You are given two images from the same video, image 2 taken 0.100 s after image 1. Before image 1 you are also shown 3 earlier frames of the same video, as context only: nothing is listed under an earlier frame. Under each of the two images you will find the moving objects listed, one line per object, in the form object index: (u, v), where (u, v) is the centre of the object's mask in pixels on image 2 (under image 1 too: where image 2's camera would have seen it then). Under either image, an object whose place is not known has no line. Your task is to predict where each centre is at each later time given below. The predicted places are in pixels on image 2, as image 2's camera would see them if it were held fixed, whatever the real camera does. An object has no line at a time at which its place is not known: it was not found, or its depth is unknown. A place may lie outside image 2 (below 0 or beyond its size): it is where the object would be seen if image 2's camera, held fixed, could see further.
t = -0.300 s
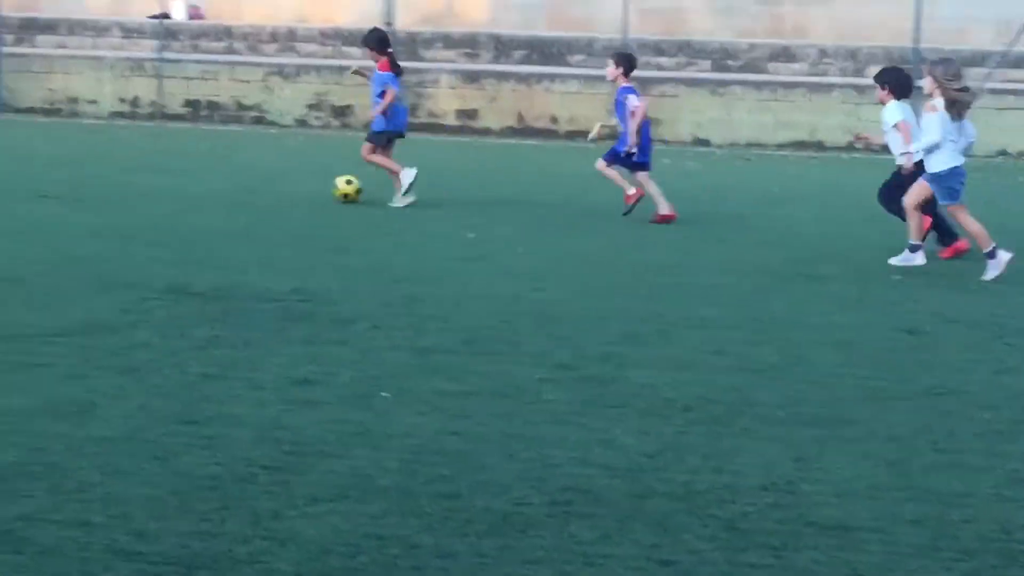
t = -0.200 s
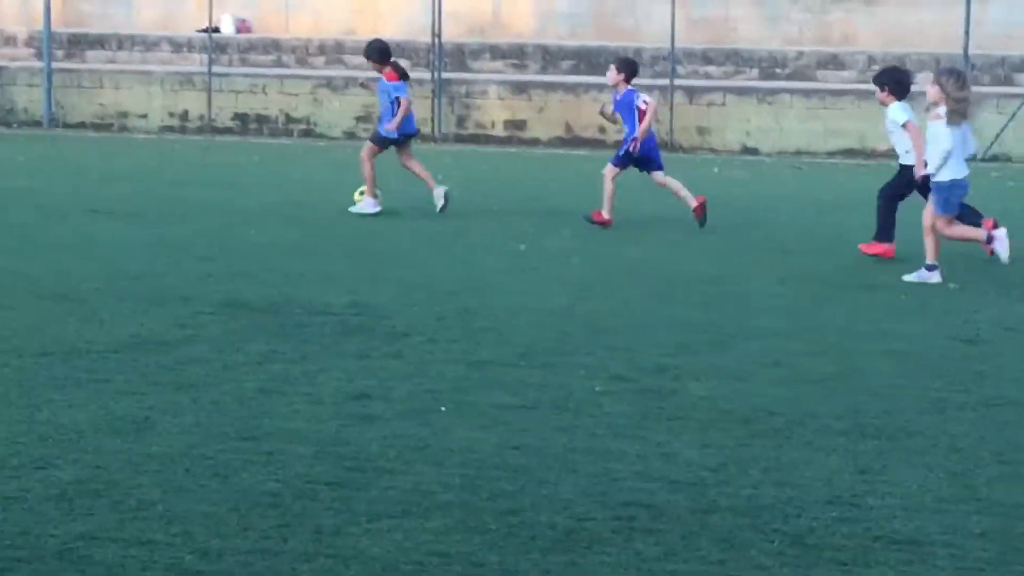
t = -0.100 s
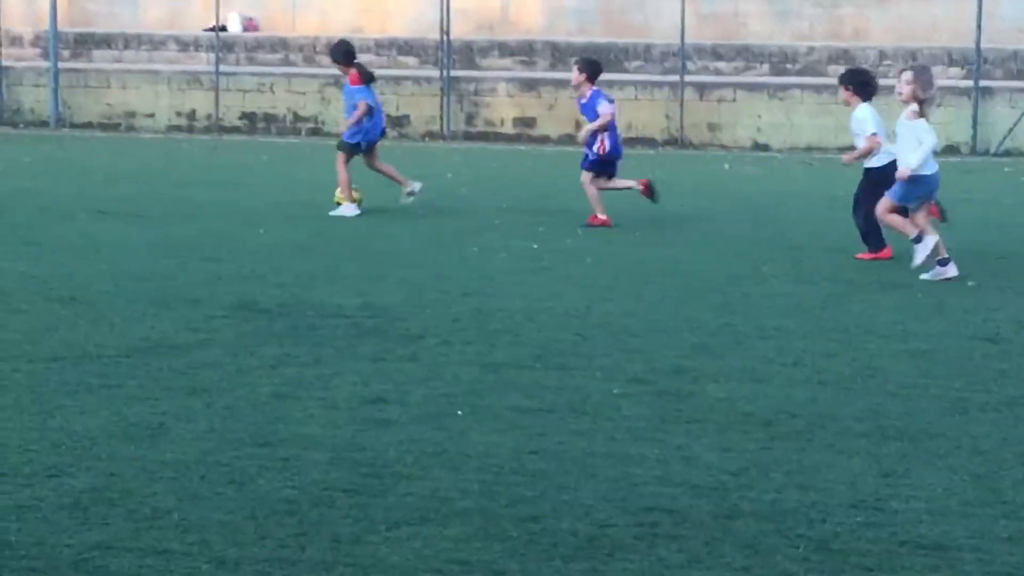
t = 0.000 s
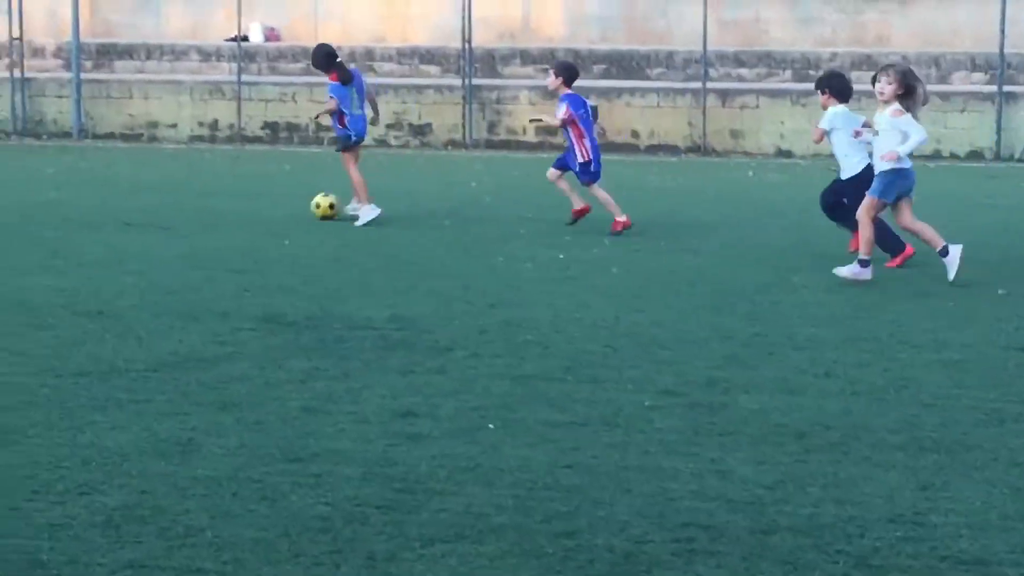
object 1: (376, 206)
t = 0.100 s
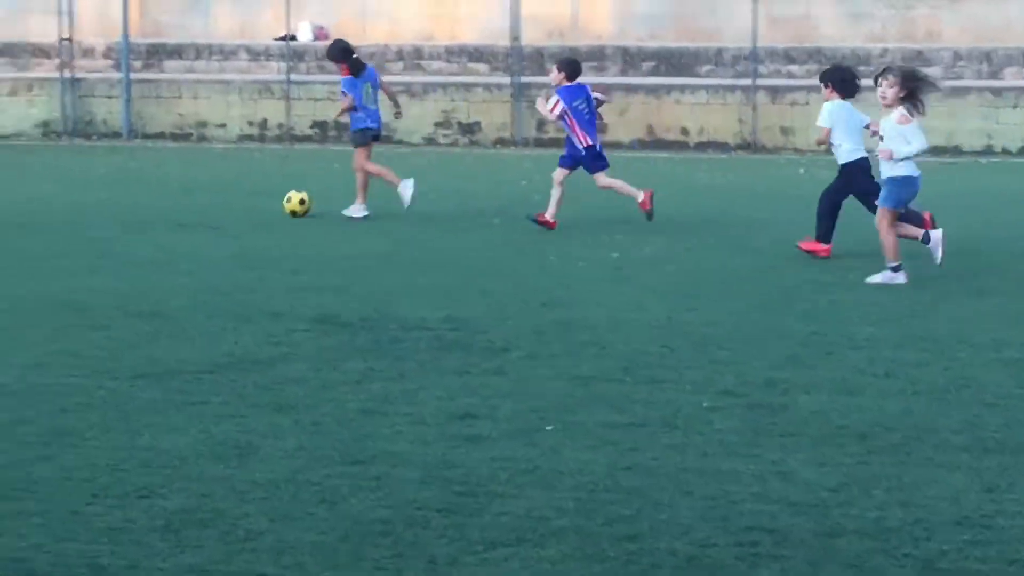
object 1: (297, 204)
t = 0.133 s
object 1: (272, 203)
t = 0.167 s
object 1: (249, 202)
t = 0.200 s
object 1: (226, 202)
